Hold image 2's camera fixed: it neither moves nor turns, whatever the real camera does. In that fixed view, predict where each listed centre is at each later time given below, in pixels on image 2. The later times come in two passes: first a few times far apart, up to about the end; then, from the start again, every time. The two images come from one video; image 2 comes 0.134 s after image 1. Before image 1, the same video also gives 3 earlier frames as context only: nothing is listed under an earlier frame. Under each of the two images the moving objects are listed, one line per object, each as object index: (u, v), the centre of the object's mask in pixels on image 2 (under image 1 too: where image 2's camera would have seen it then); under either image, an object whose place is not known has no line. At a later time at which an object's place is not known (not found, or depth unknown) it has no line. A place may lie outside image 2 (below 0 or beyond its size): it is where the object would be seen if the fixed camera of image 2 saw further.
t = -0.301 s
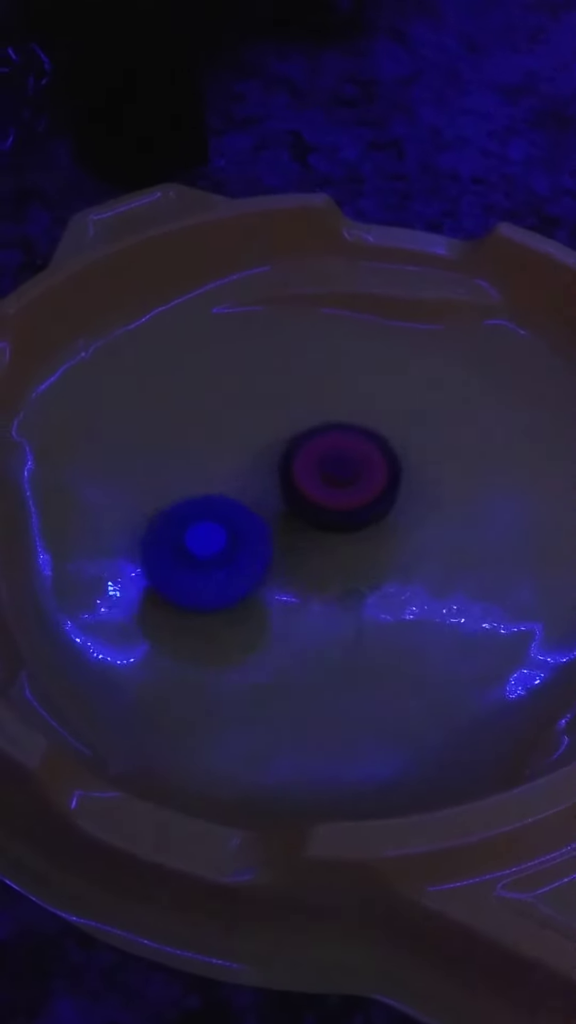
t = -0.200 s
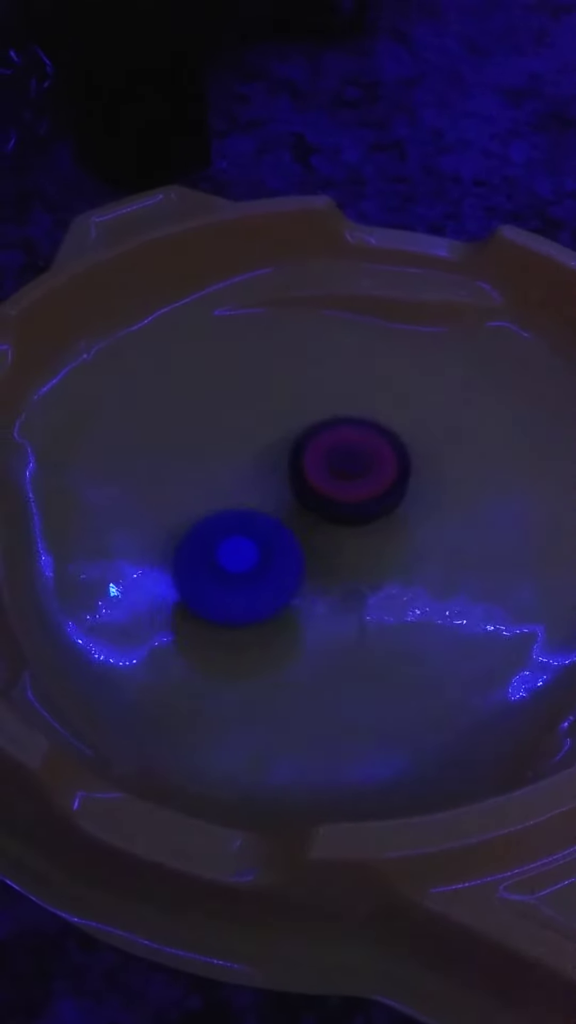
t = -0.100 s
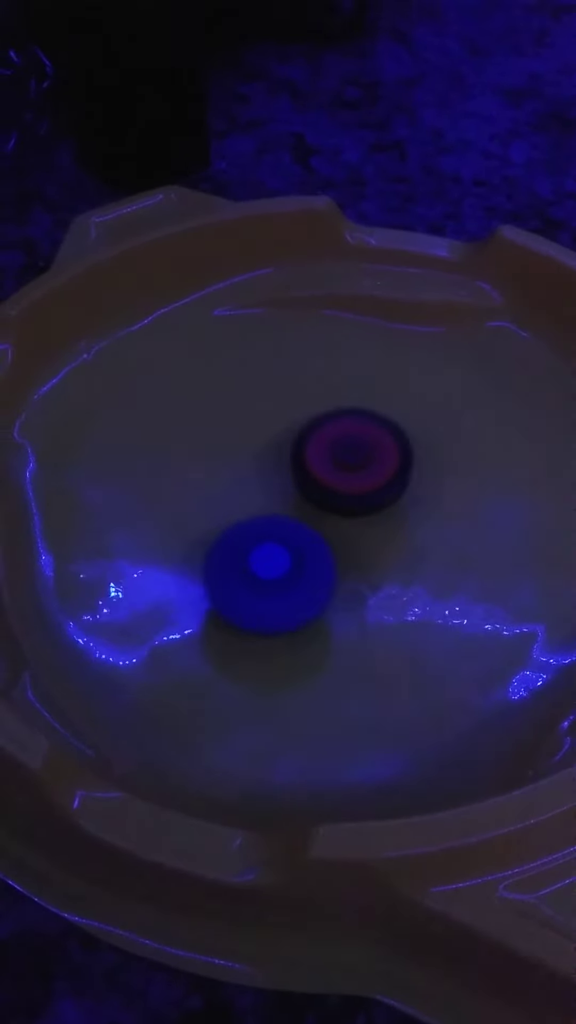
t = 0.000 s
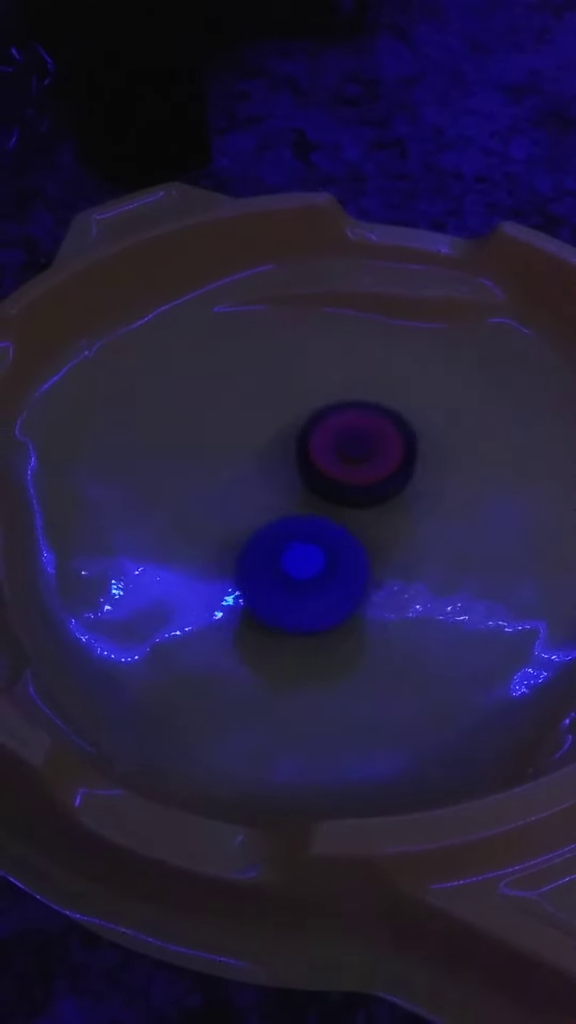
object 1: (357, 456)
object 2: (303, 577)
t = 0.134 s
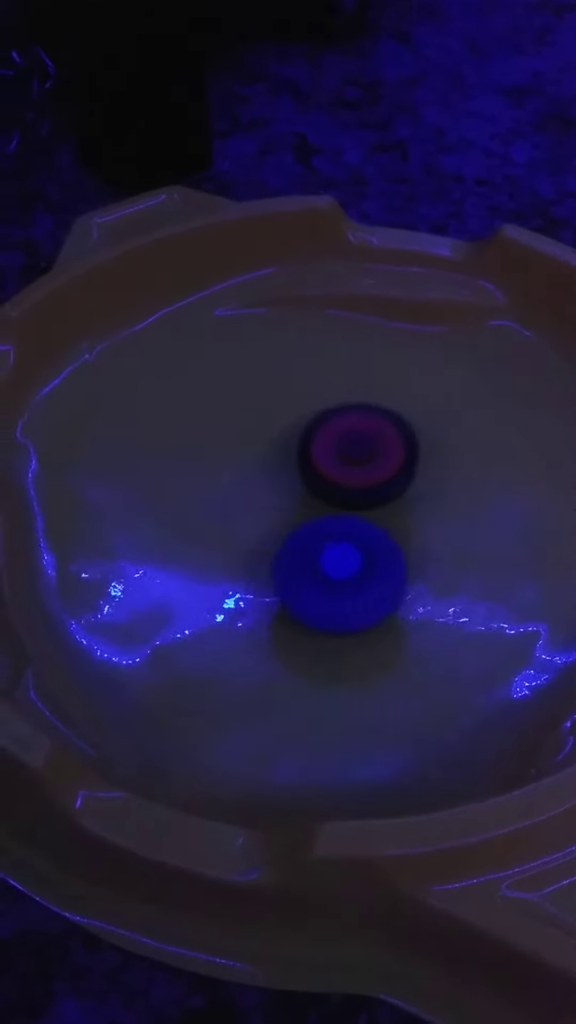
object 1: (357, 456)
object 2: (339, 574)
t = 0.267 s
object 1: (357, 460)
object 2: (365, 571)
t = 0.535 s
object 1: (304, 417)
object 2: (431, 624)
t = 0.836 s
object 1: (310, 480)
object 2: (479, 607)
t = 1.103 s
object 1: (354, 508)
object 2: (515, 594)
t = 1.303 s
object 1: (349, 511)
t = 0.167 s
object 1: (356, 458)
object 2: (347, 574)
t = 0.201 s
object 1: (356, 459)
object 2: (354, 572)
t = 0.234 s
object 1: (356, 461)
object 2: (360, 570)
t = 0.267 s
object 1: (357, 460)
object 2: (365, 571)
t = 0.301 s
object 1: (357, 440)
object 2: (370, 599)
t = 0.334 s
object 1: (354, 428)
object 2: (376, 618)
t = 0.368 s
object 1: (347, 422)
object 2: (382, 628)
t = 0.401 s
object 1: (340, 418)
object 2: (390, 632)
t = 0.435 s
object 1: (332, 415)
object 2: (400, 631)
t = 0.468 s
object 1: (322, 414)
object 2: (411, 629)
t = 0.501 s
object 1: (312, 414)
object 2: (421, 627)
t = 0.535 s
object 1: (304, 417)
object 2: (431, 624)
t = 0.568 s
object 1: (297, 421)
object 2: (439, 622)
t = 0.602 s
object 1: (291, 426)
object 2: (447, 620)
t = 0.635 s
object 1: (286, 431)
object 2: (454, 619)
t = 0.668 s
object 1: (283, 438)
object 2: (459, 618)
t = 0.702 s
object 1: (284, 445)
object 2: (465, 616)
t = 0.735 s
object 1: (289, 453)
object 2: (469, 614)
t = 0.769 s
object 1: (295, 462)
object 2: (472, 611)
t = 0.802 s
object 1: (303, 471)
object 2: (476, 609)
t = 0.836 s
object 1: (310, 480)
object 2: (479, 607)
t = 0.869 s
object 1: (318, 490)
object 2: (481, 604)
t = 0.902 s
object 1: (329, 498)
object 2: (484, 601)
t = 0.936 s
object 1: (339, 504)
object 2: (486, 598)
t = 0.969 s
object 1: (349, 509)
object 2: (487, 593)
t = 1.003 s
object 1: (359, 515)
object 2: (487, 589)
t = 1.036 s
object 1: (368, 520)
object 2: (486, 585)
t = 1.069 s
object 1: (361, 514)
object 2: (496, 587)
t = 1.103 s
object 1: (354, 508)
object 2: (515, 594)
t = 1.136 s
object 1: (353, 507)
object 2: (522, 595)
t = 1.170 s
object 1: (352, 507)
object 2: (523, 593)
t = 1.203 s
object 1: (352, 508)
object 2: (522, 589)
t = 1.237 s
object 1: (352, 508)
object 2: (521, 583)
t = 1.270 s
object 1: (350, 509)
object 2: (518, 578)
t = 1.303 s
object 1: (349, 511)
